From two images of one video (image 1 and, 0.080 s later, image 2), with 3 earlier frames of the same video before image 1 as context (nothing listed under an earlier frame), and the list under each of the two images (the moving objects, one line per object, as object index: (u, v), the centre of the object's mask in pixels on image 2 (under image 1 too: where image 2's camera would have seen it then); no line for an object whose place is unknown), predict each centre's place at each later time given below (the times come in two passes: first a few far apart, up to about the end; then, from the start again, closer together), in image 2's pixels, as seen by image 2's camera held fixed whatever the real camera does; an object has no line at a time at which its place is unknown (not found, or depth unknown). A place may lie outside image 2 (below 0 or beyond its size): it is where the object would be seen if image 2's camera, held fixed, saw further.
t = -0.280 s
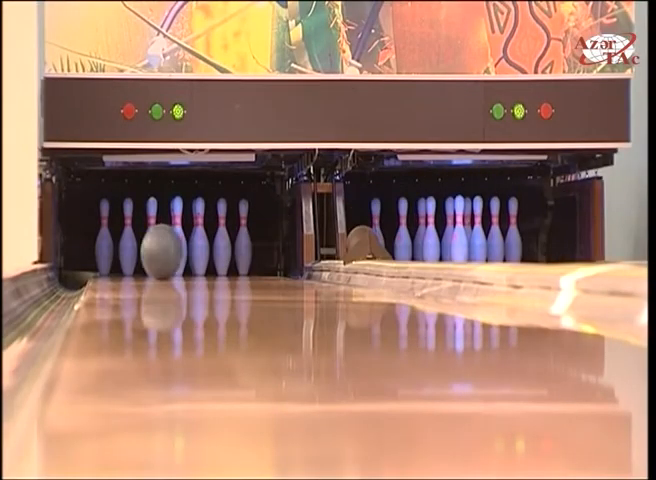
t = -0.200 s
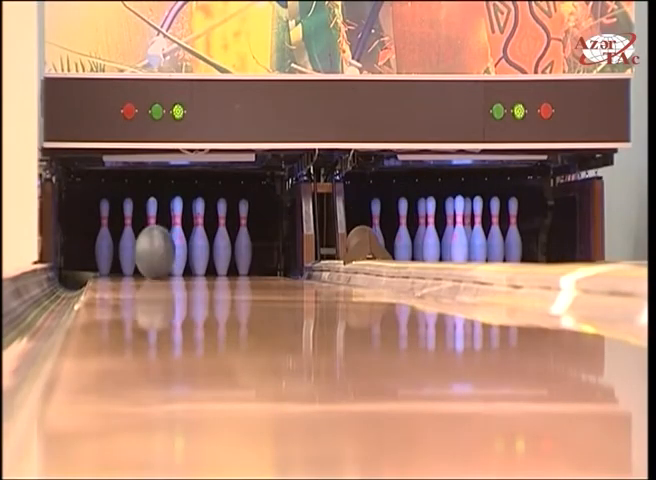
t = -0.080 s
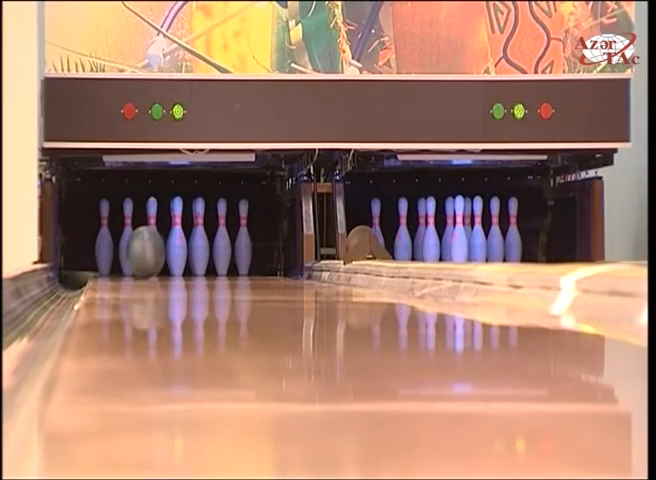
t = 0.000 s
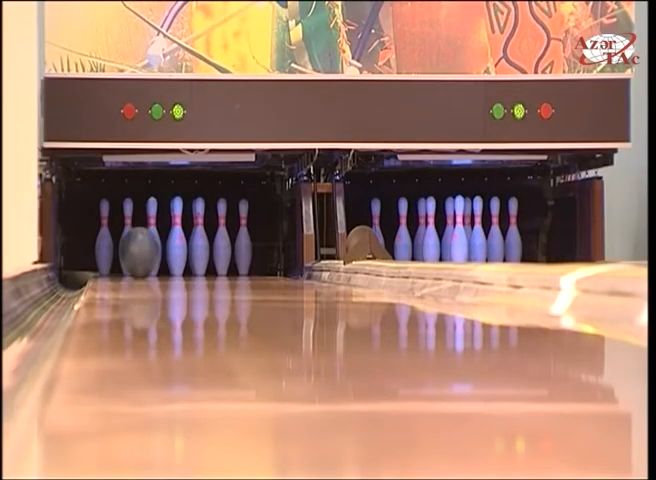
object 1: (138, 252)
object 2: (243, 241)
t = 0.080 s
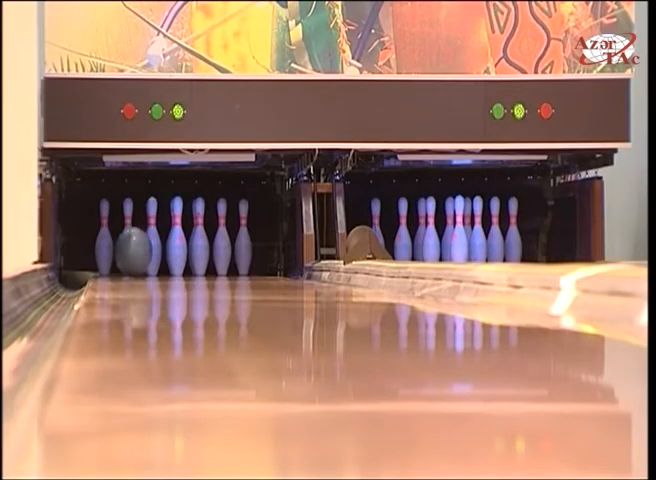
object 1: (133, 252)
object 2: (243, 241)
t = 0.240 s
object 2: (243, 241)
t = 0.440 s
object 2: (243, 241)
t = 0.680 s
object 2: (243, 241)
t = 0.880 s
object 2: (249, 240)
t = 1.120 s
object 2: (259, 248)
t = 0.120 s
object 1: (131, 252)
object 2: (243, 241)
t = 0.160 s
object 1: (128, 252)
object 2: (243, 241)
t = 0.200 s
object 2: (243, 241)
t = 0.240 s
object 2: (243, 241)
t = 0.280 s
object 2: (243, 241)
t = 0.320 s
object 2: (243, 241)
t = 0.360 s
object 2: (243, 241)
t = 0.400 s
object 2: (243, 241)
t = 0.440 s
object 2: (243, 241)
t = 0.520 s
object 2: (243, 241)
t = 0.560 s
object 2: (243, 241)
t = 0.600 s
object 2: (243, 241)
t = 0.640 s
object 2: (243, 241)
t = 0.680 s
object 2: (243, 241)
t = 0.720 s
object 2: (244, 241)
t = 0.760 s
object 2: (245, 240)
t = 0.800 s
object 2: (246, 240)
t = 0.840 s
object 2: (248, 241)
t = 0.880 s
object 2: (249, 240)
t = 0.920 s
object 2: (250, 241)
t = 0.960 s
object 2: (252, 241)
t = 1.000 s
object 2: (253, 242)
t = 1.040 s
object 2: (255, 243)
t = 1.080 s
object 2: (257, 245)
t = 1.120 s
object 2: (259, 248)
